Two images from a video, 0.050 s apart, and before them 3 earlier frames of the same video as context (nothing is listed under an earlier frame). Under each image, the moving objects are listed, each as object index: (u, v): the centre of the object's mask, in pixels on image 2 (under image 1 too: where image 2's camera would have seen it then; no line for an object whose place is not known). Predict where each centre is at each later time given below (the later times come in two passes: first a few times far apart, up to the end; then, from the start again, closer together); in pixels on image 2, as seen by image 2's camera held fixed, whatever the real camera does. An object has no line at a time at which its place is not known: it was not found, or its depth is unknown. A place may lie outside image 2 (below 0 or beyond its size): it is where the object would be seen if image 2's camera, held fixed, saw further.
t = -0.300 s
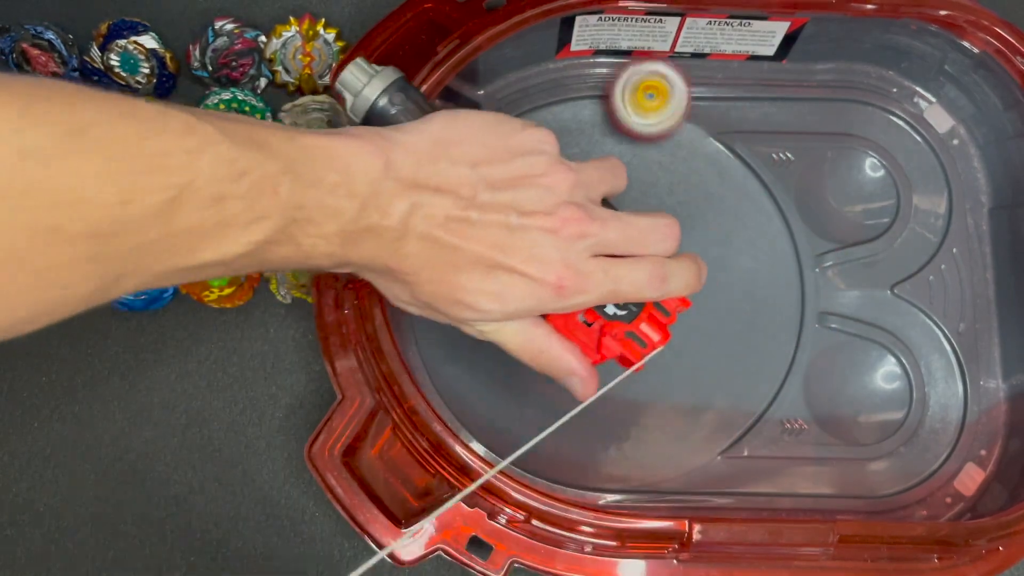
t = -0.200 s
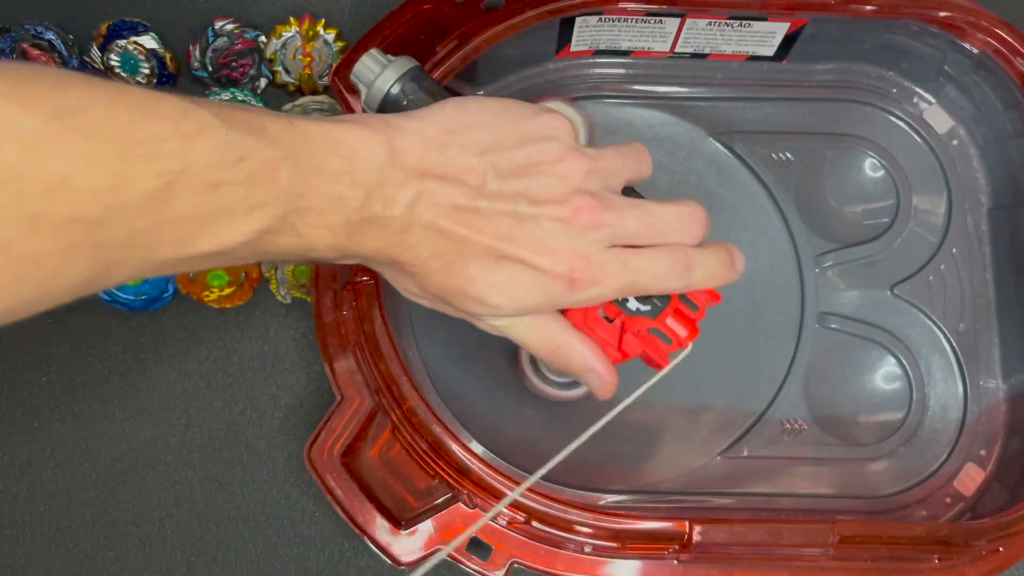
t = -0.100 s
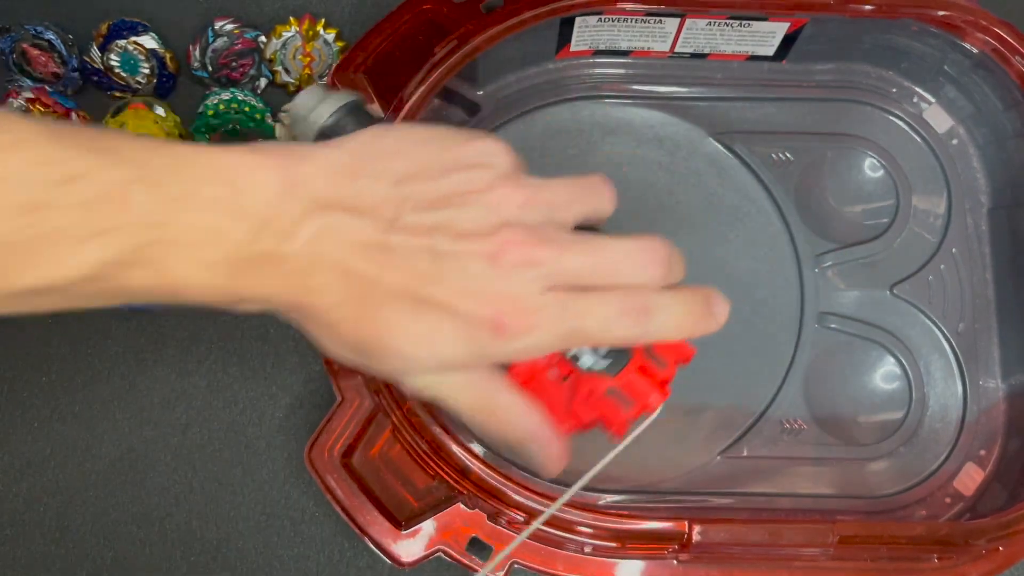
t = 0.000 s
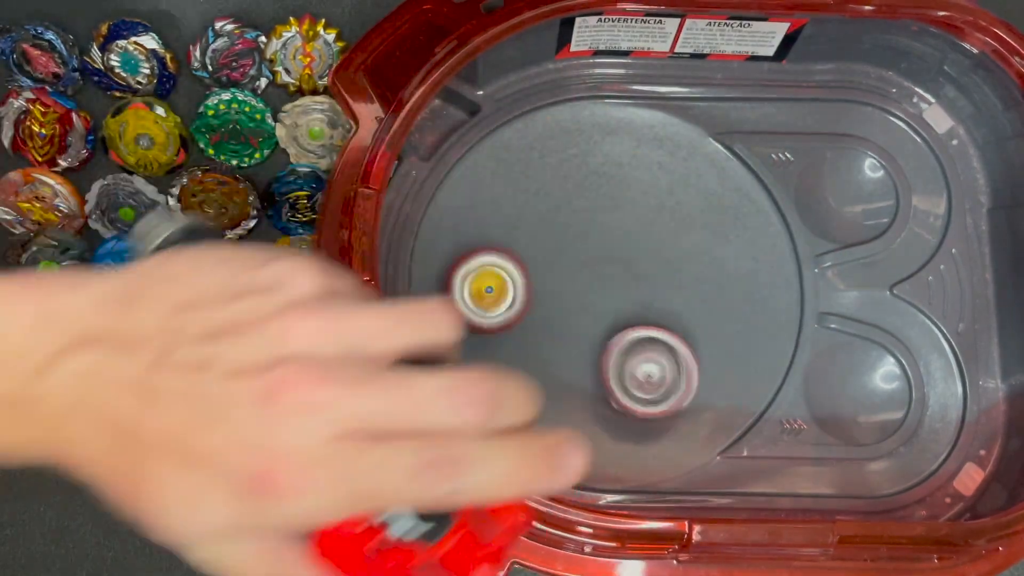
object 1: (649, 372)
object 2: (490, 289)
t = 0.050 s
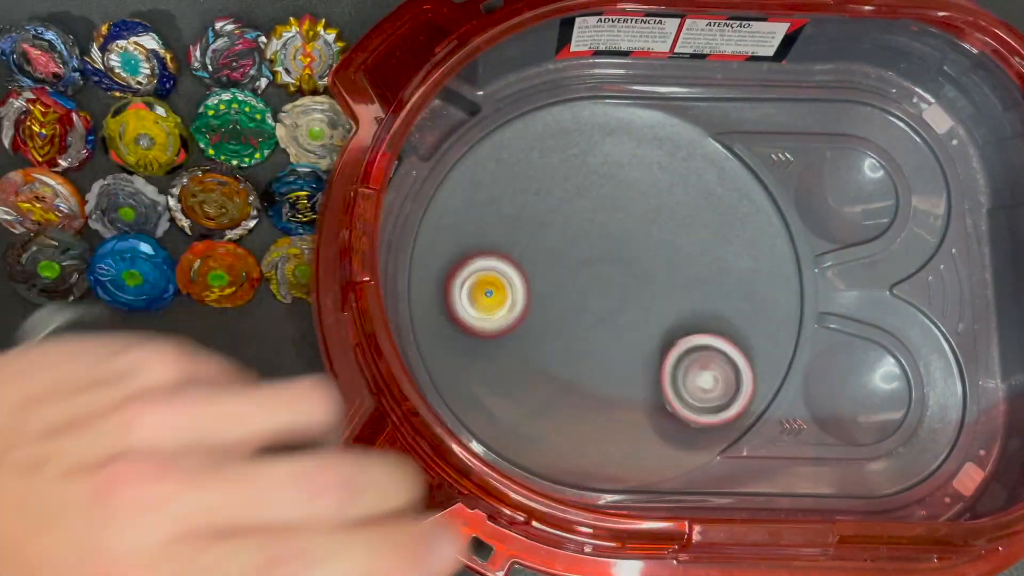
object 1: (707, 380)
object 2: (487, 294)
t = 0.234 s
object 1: (771, 244)
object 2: (605, 330)
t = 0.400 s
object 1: (600, 93)
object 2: (748, 244)
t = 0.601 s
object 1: (429, 318)
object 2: (655, 124)
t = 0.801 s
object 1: (778, 465)
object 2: (531, 216)
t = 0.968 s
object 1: (960, 336)
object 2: (617, 360)
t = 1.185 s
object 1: (597, 177)
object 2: (798, 307)
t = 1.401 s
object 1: (444, 292)
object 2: (677, 140)
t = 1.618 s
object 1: (690, 470)
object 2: (508, 275)
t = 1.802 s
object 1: (900, 404)
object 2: (602, 441)
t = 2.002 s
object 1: (852, 247)
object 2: (786, 357)
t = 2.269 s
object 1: (860, 101)
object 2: (623, 155)
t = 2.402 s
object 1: (857, 101)
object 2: (492, 159)
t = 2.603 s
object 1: (758, 115)
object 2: (435, 312)
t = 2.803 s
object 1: (730, 114)
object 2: (609, 373)
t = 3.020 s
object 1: (707, 119)
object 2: (736, 213)
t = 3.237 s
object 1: (589, 121)
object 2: (740, 217)
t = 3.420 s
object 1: (535, 293)
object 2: (686, 272)
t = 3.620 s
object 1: (628, 437)
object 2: (730, 353)
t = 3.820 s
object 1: (754, 430)
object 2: (768, 337)
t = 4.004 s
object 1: (703, 337)
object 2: (705, 232)
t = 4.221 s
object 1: (534, 282)
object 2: (565, 175)
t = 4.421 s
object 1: (461, 382)
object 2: (463, 237)
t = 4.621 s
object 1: (621, 391)
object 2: (542, 331)
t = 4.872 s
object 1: (792, 245)
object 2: (642, 225)
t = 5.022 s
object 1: (721, 148)
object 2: (648, 212)
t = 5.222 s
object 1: (608, 164)
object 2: (622, 259)
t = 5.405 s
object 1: (626, 243)
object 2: (611, 395)
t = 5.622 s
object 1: (697, 214)
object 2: (590, 439)
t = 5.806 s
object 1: (667, 202)
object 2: (571, 348)
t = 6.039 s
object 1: (632, 270)
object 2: (524, 222)
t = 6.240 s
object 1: (655, 324)
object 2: (511, 208)
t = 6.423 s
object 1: (678, 317)
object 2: (546, 243)
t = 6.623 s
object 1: (654, 278)
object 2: (536, 282)
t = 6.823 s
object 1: (616, 264)
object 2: (544, 260)
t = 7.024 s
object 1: (694, 261)
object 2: (519, 235)
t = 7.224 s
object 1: (689, 209)
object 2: (549, 255)
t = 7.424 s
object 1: (630, 228)
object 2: (550, 296)
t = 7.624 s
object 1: (649, 270)
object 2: (527, 311)
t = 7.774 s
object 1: (669, 269)
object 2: (541, 302)
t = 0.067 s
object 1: (724, 378)
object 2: (490, 297)
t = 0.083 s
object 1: (742, 372)
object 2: (494, 299)
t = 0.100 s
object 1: (760, 366)
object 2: (499, 303)
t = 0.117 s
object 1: (776, 358)
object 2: (507, 308)
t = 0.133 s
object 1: (790, 348)
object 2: (516, 313)
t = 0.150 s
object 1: (800, 336)
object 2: (528, 317)
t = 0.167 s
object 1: (795, 318)
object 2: (541, 322)
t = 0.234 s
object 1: (771, 244)
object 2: (605, 330)
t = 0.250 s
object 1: (762, 223)
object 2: (623, 329)
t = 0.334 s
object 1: (686, 123)
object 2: (705, 295)
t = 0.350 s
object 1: (666, 107)
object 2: (719, 284)
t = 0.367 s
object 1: (645, 94)
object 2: (730, 271)
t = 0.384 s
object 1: (622, 92)
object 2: (740, 258)
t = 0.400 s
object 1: (600, 93)
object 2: (748, 244)
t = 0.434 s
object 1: (556, 102)
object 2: (759, 213)
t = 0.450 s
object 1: (531, 110)
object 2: (762, 198)
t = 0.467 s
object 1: (511, 121)
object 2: (763, 180)
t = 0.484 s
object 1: (490, 136)
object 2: (758, 166)
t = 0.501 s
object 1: (470, 153)
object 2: (745, 158)
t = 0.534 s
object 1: (440, 200)
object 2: (711, 147)
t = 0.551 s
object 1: (429, 225)
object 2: (696, 141)
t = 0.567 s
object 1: (424, 253)
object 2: (683, 135)
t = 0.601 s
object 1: (429, 318)
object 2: (655, 124)
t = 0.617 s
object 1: (439, 347)
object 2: (641, 120)
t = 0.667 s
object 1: (500, 424)
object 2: (600, 123)
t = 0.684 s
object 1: (529, 442)
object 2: (586, 127)
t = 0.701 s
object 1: (561, 459)
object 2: (574, 135)
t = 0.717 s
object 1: (595, 468)
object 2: (563, 144)
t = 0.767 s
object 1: (710, 470)
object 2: (538, 184)
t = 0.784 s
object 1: (744, 467)
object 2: (533, 199)
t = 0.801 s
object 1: (778, 465)
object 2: (531, 216)
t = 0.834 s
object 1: (843, 470)
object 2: (533, 250)
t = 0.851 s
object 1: (874, 469)
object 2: (537, 267)
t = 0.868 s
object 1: (905, 465)
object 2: (544, 284)
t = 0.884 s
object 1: (938, 458)
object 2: (552, 299)
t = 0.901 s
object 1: (965, 445)
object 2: (562, 315)
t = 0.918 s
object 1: (975, 420)
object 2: (573, 327)
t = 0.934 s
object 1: (980, 393)
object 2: (587, 341)
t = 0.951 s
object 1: (974, 364)
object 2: (601, 350)
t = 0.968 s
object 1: (960, 336)
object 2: (617, 360)
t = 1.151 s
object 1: (647, 196)
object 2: (796, 339)
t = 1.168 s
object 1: (622, 186)
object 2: (801, 325)
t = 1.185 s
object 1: (597, 177)
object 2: (798, 307)
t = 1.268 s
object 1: (484, 162)
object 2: (778, 224)
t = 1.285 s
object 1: (464, 165)
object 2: (773, 209)
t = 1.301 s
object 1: (454, 174)
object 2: (764, 193)
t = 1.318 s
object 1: (450, 190)
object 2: (753, 178)
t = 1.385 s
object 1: (442, 270)
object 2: (694, 143)
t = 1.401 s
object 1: (444, 292)
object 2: (677, 140)
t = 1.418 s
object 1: (449, 316)
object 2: (659, 139)
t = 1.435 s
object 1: (456, 339)
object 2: (641, 140)
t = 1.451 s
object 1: (466, 361)
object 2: (624, 144)
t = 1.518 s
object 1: (534, 437)
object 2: (559, 178)
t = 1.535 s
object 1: (556, 451)
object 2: (546, 191)
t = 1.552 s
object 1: (581, 462)
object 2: (535, 205)
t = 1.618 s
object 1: (690, 470)
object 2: (508, 275)
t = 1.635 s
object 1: (716, 463)
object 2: (506, 293)
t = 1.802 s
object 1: (900, 404)
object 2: (602, 441)
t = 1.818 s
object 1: (917, 390)
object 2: (620, 445)
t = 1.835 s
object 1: (926, 375)
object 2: (638, 449)
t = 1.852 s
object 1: (926, 360)
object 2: (659, 450)
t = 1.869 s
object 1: (923, 345)
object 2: (677, 449)
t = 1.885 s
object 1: (917, 330)
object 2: (695, 446)
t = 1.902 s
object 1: (910, 315)
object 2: (714, 439)
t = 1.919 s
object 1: (899, 303)
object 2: (730, 430)
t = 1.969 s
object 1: (873, 269)
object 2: (769, 391)
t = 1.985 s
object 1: (864, 257)
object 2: (779, 376)
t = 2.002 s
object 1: (852, 247)
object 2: (786, 357)
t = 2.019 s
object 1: (838, 238)
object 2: (790, 340)
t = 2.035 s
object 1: (828, 228)
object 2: (794, 323)
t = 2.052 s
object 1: (825, 218)
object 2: (793, 304)
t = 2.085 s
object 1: (823, 190)
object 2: (779, 275)
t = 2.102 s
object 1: (821, 177)
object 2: (770, 261)
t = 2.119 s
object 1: (824, 166)
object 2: (759, 246)
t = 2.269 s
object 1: (860, 101)
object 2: (623, 155)
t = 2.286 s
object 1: (862, 97)
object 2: (605, 150)
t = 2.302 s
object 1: (863, 101)
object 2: (587, 147)
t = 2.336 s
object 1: (863, 112)
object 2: (554, 147)
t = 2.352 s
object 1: (862, 117)
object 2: (539, 148)
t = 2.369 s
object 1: (861, 111)
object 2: (523, 151)
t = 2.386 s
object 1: (860, 106)
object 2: (506, 154)
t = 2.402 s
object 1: (857, 101)
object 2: (492, 159)
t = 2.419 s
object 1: (854, 102)
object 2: (477, 166)
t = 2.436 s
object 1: (849, 105)
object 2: (465, 173)
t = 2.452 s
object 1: (843, 108)
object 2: (452, 181)
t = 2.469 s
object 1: (838, 112)
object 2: (441, 190)
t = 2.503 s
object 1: (823, 116)
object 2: (434, 221)
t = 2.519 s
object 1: (813, 116)
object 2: (432, 237)
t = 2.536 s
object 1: (804, 114)
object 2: (431, 252)
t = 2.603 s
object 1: (758, 115)
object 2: (435, 312)
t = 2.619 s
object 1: (749, 114)
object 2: (441, 327)
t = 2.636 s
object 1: (742, 111)
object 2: (449, 339)
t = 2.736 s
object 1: (719, 109)
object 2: (537, 384)
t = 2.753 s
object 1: (719, 110)
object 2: (555, 384)
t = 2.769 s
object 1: (722, 111)
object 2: (573, 381)
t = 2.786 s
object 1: (726, 113)
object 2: (591, 379)
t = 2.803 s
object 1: (730, 114)
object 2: (609, 373)
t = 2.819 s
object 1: (733, 112)
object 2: (625, 367)
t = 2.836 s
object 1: (737, 109)
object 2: (641, 358)
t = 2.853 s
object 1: (740, 107)
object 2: (655, 347)
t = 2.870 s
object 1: (740, 104)
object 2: (669, 337)
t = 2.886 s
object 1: (739, 104)
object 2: (680, 326)
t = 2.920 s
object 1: (731, 103)
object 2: (702, 299)
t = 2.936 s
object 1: (726, 105)
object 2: (710, 287)
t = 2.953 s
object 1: (720, 107)
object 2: (718, 272)
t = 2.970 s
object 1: (715, 109)
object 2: (724, 257)
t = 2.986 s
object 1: (712, 112)
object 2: (730, 243)
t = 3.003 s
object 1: (709, 116)
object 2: (734, 228)
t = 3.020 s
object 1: (707, 119)
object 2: (736, 213)
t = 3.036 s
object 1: (703, 118)
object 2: (737, 205)
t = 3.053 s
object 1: (696, 108)
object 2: (741, 206)
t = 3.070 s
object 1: (687, 101)
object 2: (743, 207)
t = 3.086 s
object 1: (682, 97)
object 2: (745, 207)
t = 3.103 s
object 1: (675, 98)
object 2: (746, 207)
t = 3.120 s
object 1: (667, 100)
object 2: (747, 208)
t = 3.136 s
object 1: (659, 102)
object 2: (748, 209)
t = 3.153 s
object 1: (652, 103)
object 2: (748, 210)
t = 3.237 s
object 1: (589, 121)
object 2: (740, 217)
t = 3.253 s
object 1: (576, 129)
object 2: (736, 219)
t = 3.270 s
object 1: (562, 142)
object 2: (732, 222)
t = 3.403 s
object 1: (530, 276)
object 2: (691, 265)
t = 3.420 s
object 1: (535, 293)
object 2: (686, 272)
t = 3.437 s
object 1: (543, 310)
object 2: (682, 280)
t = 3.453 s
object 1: (552, 326)
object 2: (678, 289)
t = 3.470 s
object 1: (565, 340)
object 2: (674, 298)
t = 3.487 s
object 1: (578, 354)
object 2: (671, 306)
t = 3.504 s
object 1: (591, 366)
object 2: (669, 315)
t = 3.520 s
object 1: (597, 375)
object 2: (676, 322)
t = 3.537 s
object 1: (600, 387)
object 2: (687, 329)
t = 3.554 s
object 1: (602, 399)
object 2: (697, 335)
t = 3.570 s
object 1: (607, 410)
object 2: (707, 341)
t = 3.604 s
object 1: (618, 429)
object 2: (722, 349)
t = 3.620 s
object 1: (628, 437)
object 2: (730, 353)
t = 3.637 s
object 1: (637, 443)
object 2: (738, 356)
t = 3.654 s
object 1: (647, 449)
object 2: (746, 358)
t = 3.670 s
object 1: (661, 453)
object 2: (753, 357)
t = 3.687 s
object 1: (675, 455)
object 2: (760, 358)
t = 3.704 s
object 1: (689, 457)
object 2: (763, 357)
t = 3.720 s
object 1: (705, 456)
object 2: (767, 356)
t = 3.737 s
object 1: (718, 452)
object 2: (769, 354)
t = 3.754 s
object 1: (730, 450)
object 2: (770, 350)
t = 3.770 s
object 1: (740, 446)
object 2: (771, 348)
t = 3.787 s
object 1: (746, 441)
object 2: (771, 344)
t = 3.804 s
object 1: (750, 438)
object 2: (770, 341)
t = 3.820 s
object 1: (754, 430)
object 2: (768, 337)
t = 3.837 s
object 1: (753, 423)
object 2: (765, 329)
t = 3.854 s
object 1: (752, 419)
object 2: (764, 322)
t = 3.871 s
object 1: (751, 413)
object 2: (761, 310)
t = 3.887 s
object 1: (746, 407)
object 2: (759, 299)
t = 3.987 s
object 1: (713, 349)
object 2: (716, 241)
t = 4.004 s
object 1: (703, 337)
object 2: (705, 232)
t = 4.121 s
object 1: (614, 287)
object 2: (633, 191)
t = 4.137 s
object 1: (600, 283)
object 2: (622, 186)
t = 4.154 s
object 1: (585, 280)
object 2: (610, 184)
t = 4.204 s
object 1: (545, 280)
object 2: (576, 177)
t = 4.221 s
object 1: (534, 282)
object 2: (565, 175)
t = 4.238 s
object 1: (521, 284)
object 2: (555, 176)
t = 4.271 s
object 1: (499, 294)
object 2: (532, 177)
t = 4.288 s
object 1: (488, 301)
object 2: (522, 180)
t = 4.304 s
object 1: (481, 308)
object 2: (511, 183)
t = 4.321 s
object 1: (473, 316)
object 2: (502, 188)
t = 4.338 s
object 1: (466, 326)
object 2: (492, 194)
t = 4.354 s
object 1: (461, 337)
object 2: (484, 199)
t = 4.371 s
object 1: (457, 348)
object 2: (476, 208)
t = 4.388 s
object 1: (456, 359)
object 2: (470, 216)
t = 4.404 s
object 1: (456, 370)
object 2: (466, 225)
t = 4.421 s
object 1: (461, 382)
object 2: (463, 237)
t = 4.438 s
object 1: (468, 391)
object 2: (461, 246)
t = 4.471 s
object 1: (490, 409)
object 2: (463, 267)
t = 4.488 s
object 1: (502, 416)
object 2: (468, 277)
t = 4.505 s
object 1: (517, 421)
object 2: (474, 287)
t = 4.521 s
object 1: (531, 423)
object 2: (480, 296)
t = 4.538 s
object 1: (546, 425)
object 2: (489, 305)
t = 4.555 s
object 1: (562, 421)
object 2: (498, 313)
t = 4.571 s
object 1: (576, 416)
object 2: (508, 318)
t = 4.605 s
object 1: (606, 398)
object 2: (530, 328)
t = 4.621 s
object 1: (621, 391)
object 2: (542, 331)
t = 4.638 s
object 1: (637, 388)
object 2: (549, 323)
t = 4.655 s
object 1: (656, 388)
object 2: (553, 311)
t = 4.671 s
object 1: (675, 384)
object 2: (561, 299)
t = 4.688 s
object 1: (695, 381)
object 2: (568, 289)
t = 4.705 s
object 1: (711, 374)
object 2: (575, 279)
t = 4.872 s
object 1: (792, 245)
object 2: (642, 225)
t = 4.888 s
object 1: (791, 228)
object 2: (648, 222)
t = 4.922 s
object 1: (773, 200)
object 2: (662, 215)
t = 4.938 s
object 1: (764, 186)
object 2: (671, 213)
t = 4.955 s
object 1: (759, 177)
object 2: (669, 212)
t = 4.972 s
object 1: (750, 167)
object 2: (662, 211)
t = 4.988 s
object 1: (742, 161)
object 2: (657, 209)
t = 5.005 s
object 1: (730, 154)
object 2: (653, 210)
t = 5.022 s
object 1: (721, 148)
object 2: (648, 212)
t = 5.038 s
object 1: (710, 142)
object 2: (644, 214)
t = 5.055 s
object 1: (702, 136)
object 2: (641, 217)
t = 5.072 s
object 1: (693, 129)
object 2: (639, 221)
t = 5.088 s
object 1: (684, 127)
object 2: (636, 223)
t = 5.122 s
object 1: (664, 126)
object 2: (631, 230)
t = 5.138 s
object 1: (654, 127)
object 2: (629, 235)
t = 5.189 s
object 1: (625, 145)
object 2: (623, 249)
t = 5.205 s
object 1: (616, 152)
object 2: (623, 253)
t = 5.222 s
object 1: (608, 164)
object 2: (622, 259)
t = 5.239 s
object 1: (601, 174)
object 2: (621, 265)
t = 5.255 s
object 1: (597, 186)
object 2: (619, 275)
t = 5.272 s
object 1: (593, 194)
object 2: (616, 283)
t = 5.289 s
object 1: (593, 205)
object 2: (617, 293)
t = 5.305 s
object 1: (592, 215)
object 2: (617, 304)
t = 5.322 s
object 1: (595, 225)
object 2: (617, 317)
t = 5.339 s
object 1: (598, 229)
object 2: (613, 334)
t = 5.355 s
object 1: (603, 233)
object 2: (611, 350)
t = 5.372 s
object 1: (610, 237)
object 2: (611, 366)
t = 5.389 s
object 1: (617, 240)
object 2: (613, 380)
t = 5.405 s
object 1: (626, 243)
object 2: (611, 395)
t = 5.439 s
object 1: (643, 246)
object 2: (609, 416)
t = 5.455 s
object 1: (652, 246)
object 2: (609, 426)
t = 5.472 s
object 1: (660, 245)
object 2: (607, 433)
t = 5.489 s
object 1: (666, 244)
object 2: (606, 443)
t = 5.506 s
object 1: (674, 242)
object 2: (604, 449)
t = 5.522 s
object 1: (680, 239)
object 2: (603, 451)
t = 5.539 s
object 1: (685, 235)
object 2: (600, 454)
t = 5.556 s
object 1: (689, 231)
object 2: (599, 454)
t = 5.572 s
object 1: (693, 226)
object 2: (597, 452)
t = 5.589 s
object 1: (695, 223)
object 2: (594, 448)
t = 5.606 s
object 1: (697, 218)
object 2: (594, 443)
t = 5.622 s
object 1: (697, 214)
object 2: (590, 439)
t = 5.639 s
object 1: (696, 210)
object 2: (589, 434)
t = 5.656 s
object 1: (696, 207)
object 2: (586, 427)
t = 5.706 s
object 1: (690, 201)
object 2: (582, 405)
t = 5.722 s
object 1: (686, 199)
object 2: (580, 396)
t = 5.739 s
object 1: (682, 198)
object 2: (578, 387)
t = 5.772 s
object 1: (677, 199)
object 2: (575, 369)
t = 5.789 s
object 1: (671, 200)
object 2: (571, 360)
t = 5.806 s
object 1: (667, 202)
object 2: (571, 348)
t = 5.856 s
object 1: (655, 210)
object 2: (563, 317)
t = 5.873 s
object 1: (651, 213)
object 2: (559, 308)
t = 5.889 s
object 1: (647, 217)
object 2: (556, 297)
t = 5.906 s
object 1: (643, 222)
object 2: (554, 286)
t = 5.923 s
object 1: (641, 226)
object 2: (550, 277)
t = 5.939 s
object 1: (637, 232)
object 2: (546, 266)
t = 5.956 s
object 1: (635, 238)
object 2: (542, 257)
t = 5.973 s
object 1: (633, 244)
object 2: (540, 249)
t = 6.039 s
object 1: (632, 270)
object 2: (524, 222)
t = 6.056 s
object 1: (631, 276)
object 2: (521, 217)
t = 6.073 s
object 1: (632, 282)
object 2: (518, 214)
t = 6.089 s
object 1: (633, 287)
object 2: (515, 211)
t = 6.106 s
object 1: (634, 292)
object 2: (512, 209)
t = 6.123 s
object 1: (638, 298)
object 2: (510, 208)
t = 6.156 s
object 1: (641, 307)
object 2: (507, 208)
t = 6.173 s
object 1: (643, 311)
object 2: (507, 207)
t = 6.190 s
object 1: (646, 315)
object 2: (507, 207)
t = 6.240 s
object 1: (655, 324)
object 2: (511, 208)
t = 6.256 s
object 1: (656, 326)
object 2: (513, 209)
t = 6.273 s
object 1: (660, 327)
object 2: (516, 211)
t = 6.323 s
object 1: (669, 328)
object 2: (526, 217)
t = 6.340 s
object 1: (670, 325)
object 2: (530, 220)
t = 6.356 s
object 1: (671, 325)
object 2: (533, 224)
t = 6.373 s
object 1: (674, 324)
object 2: (536, 228)
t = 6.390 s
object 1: (675, 321)
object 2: (541, 234)
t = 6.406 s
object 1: (676, 320)
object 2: (544, 238)
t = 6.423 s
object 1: (678, 317)
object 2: (546, 243)
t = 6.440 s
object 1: (677, 314)
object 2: (548, 248)
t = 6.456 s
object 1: (675, 312)
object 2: (548, 253)
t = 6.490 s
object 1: (675, 305)
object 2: (549, 262)
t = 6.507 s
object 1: (675, 302)
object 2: (549, 267)
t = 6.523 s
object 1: (673, 297)
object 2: (547, 271)
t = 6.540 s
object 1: (669, 295)
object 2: (545, 274)
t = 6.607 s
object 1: (660, 282)
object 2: (538, 282)
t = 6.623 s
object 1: (654, 278)
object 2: (536, 282)
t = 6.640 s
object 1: (651, 277)
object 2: (536, 282)
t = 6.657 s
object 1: (648, 274)
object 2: (536, 282)
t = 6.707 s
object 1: (635, 268)
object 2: (538, 281)
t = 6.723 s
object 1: (630, 268)
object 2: (540, 281)
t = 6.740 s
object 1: (626, 266)
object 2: (542, 279)
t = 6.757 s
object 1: (622, 264)
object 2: (543, 276)
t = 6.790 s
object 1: (618, 263)
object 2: (544, 267)
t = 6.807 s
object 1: (616, 264)
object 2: (544, 263)
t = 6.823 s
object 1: (616, 264)
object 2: (544, 260)
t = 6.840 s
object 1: (619, 268)
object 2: (541, 255)
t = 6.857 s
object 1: (622, 270)
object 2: (538, 250)
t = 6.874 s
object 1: (627, 272)
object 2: (536, 247)
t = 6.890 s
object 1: (633, 274)
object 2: (533, 243)
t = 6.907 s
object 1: (642, 275)
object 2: (529, 240)
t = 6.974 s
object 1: (675, 272)
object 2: (520, 235)
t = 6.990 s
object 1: (682, 268)
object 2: (519, 235)
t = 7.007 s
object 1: (688, 265)
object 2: (519, 235)
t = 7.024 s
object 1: (694, 261)
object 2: (519, 235)
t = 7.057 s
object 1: (700, 251)
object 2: (522, 235)
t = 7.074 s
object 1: (703, 245)
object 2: (524, 236)
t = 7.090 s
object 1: (704, 240)
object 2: (526, 237)
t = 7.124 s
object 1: (704, 230)
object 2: (532, 239)
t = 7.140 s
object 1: (704, 226)
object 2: (535, 241)
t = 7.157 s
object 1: (701, 221)
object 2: (538, 244)
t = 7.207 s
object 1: (692, 212)
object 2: (546, 252)
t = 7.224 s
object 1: (689, 209)
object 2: (549, 255)
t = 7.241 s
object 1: (685, 209)
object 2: (551, 260)
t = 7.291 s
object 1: (671, 208)
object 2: (555, 273)
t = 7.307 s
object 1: (665, 208)
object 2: (556, 277)
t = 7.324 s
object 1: (660, 210)
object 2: (555, 281)
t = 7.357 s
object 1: (650, 215)
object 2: (554, 286)
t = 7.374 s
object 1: (644, 216)
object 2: (553, 289)
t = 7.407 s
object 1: (636, 223)
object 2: (551, 293)
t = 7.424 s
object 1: (630, 228)
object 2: (550, 296)
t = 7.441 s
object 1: (627, 232)
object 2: (549, 297)
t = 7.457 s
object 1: (623, 238)
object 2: (548, 299)
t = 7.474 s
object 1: (621, 243)
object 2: (546, 300)
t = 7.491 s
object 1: (622, 248)
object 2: (543, 302)
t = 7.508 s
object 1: (624, 252)
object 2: (539, 304)
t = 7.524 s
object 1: (627, 255)
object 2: (537, 306)
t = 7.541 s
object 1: (631, 259)
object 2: (534, 307)
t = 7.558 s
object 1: (636, 262)
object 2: (532, 309)
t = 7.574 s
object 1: (639, 264)
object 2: (530, 310)
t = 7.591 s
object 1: (643, 267)
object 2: (528, 311)
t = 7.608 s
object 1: (648, 269)
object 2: (527, 311)
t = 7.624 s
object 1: (649, 270)
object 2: (527, 311)
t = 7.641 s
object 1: (654, 270)
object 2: (527, 311)
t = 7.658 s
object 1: (655, 272)
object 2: (528, 311)
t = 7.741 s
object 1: (666, 269)
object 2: (536, 306)
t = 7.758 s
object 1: (668, 270)
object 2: (538, 304)
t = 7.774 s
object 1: (669, 269)
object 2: (541, 302)
